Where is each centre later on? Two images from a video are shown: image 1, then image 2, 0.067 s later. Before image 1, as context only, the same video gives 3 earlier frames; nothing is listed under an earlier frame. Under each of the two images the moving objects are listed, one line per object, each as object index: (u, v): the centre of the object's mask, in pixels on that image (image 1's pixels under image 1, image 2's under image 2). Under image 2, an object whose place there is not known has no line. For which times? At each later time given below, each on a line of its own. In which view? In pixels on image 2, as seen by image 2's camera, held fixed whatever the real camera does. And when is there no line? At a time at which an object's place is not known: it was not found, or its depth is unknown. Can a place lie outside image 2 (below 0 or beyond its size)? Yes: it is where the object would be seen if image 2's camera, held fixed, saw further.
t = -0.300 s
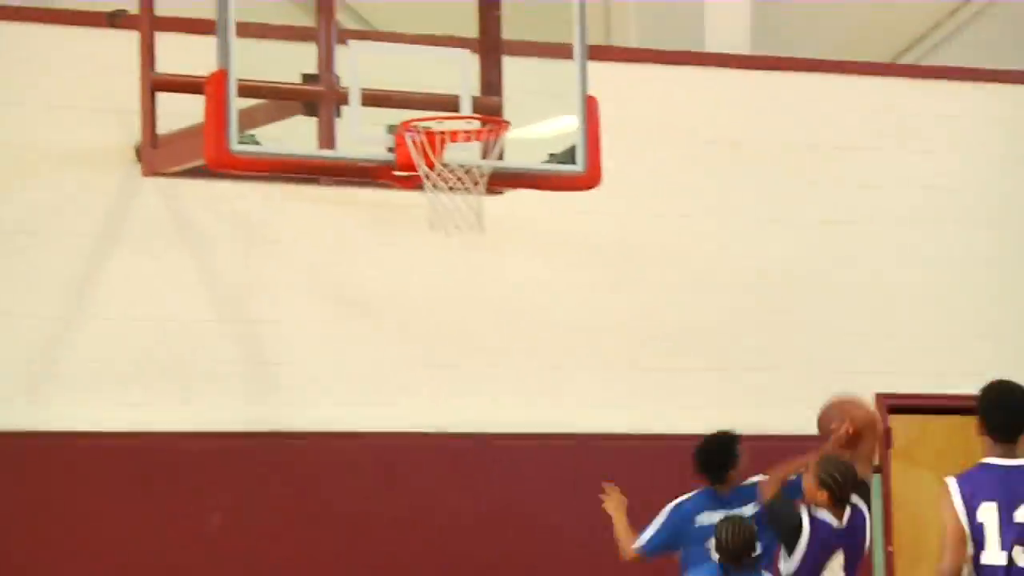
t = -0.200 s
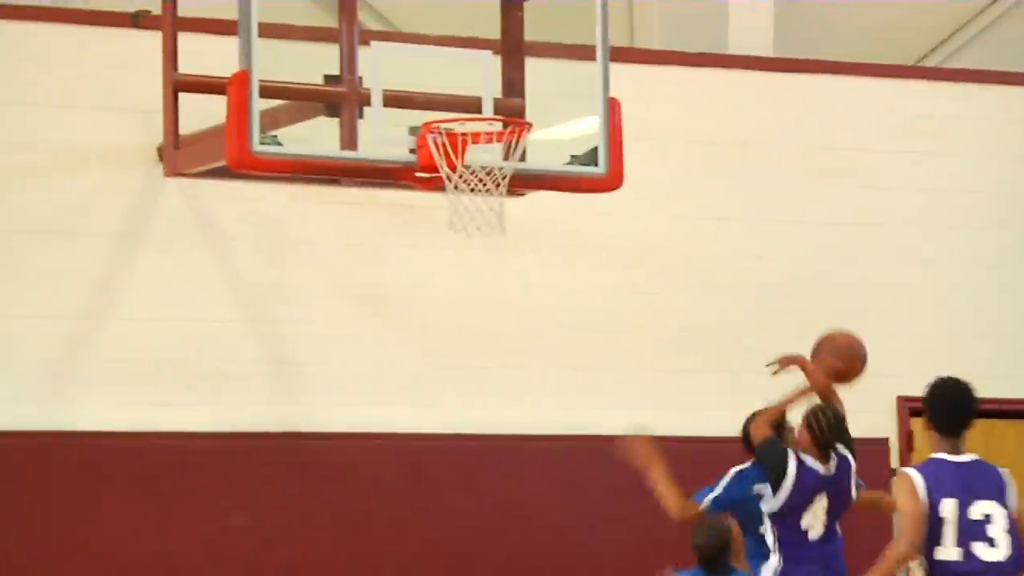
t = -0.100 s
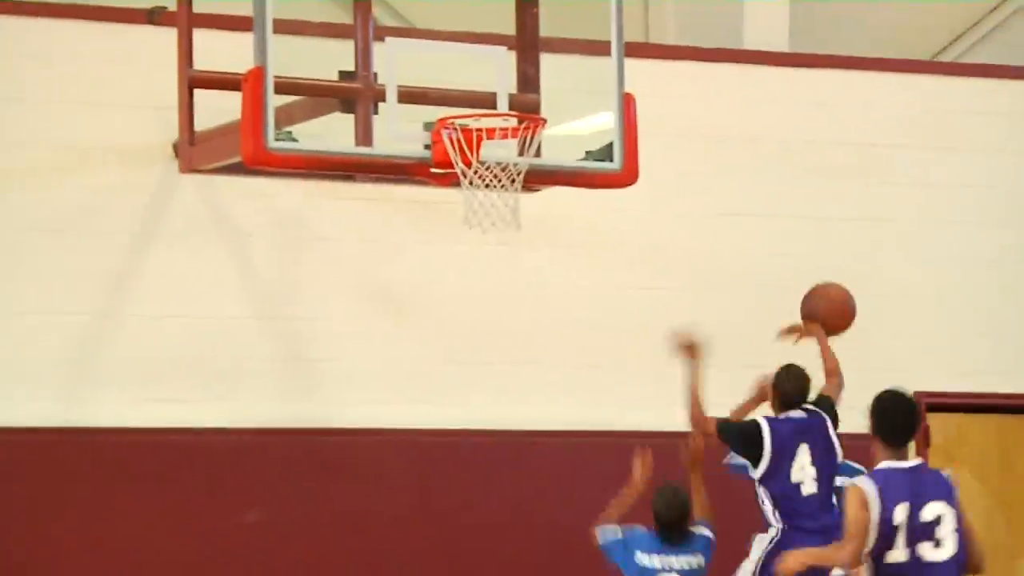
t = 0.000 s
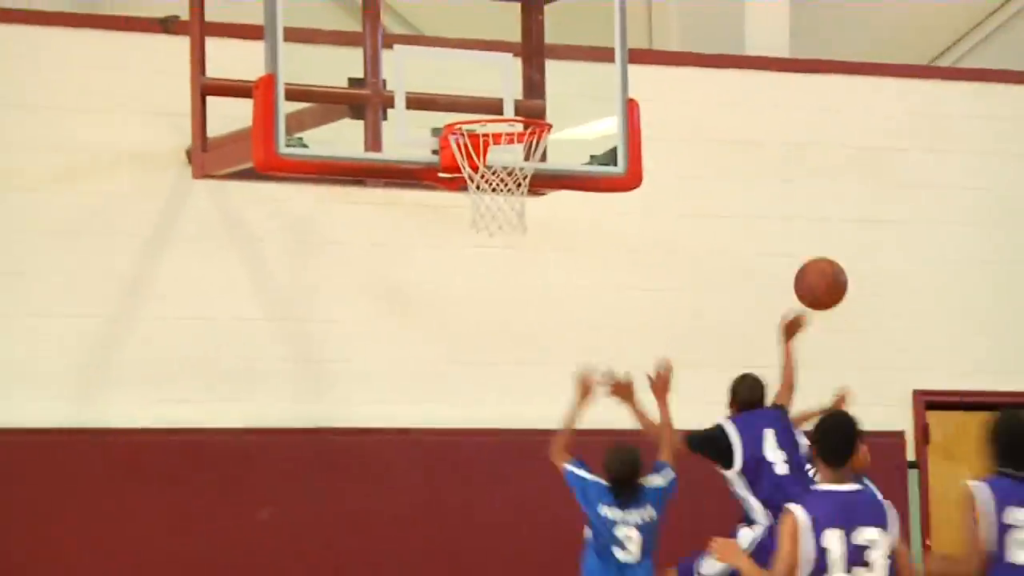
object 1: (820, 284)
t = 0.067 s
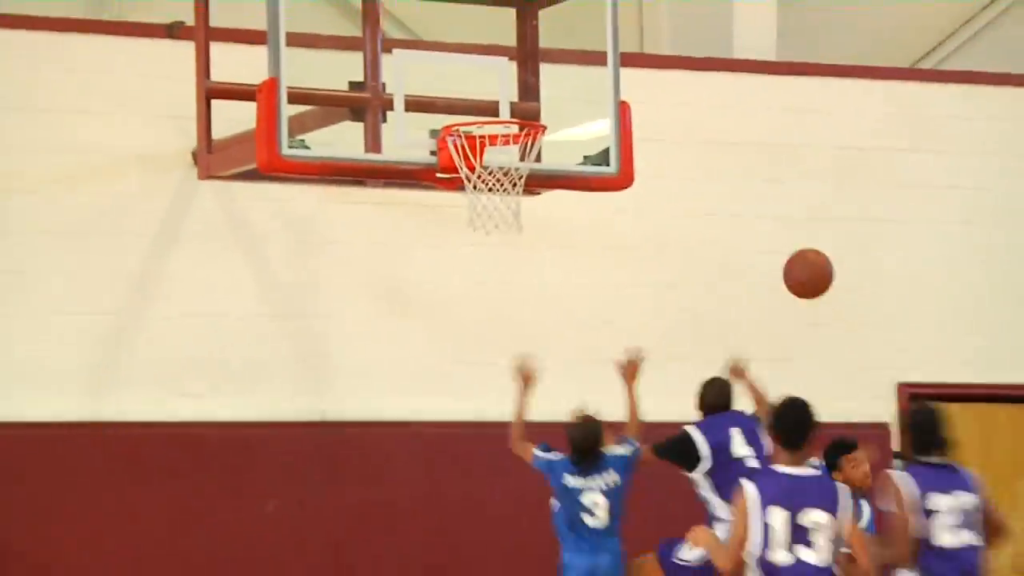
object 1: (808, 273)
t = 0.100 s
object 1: (809, 274)
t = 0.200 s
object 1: (812, 289)
